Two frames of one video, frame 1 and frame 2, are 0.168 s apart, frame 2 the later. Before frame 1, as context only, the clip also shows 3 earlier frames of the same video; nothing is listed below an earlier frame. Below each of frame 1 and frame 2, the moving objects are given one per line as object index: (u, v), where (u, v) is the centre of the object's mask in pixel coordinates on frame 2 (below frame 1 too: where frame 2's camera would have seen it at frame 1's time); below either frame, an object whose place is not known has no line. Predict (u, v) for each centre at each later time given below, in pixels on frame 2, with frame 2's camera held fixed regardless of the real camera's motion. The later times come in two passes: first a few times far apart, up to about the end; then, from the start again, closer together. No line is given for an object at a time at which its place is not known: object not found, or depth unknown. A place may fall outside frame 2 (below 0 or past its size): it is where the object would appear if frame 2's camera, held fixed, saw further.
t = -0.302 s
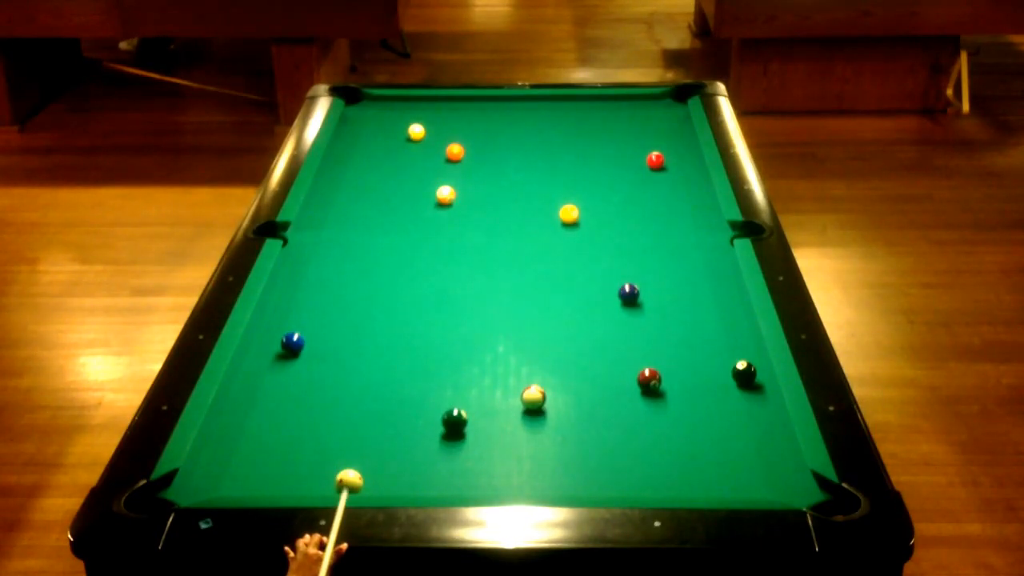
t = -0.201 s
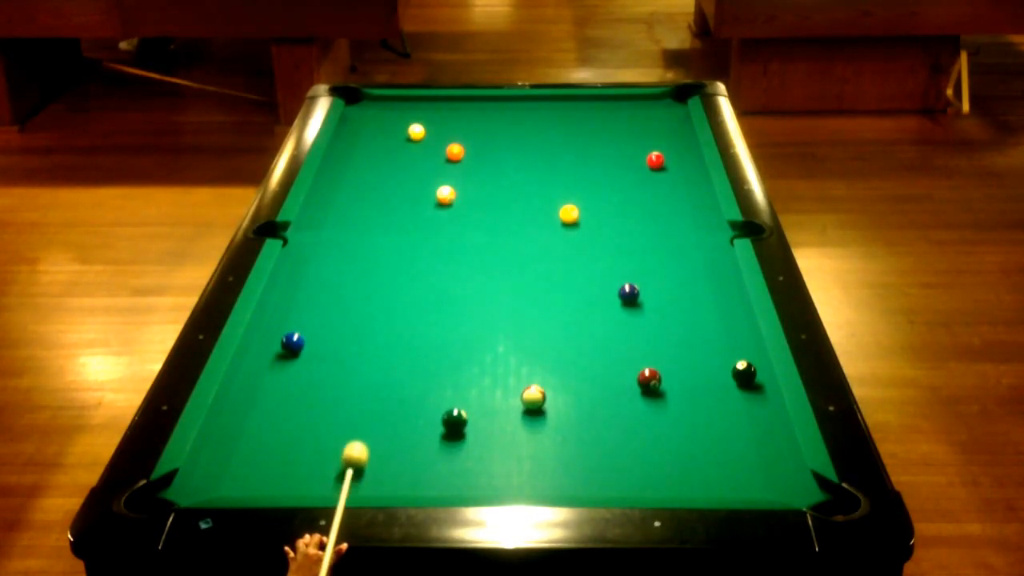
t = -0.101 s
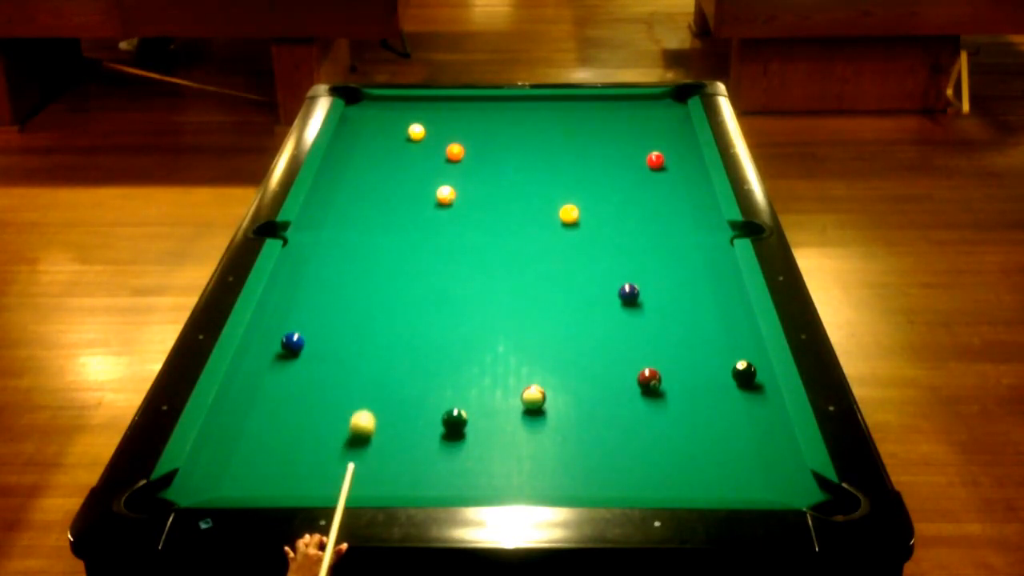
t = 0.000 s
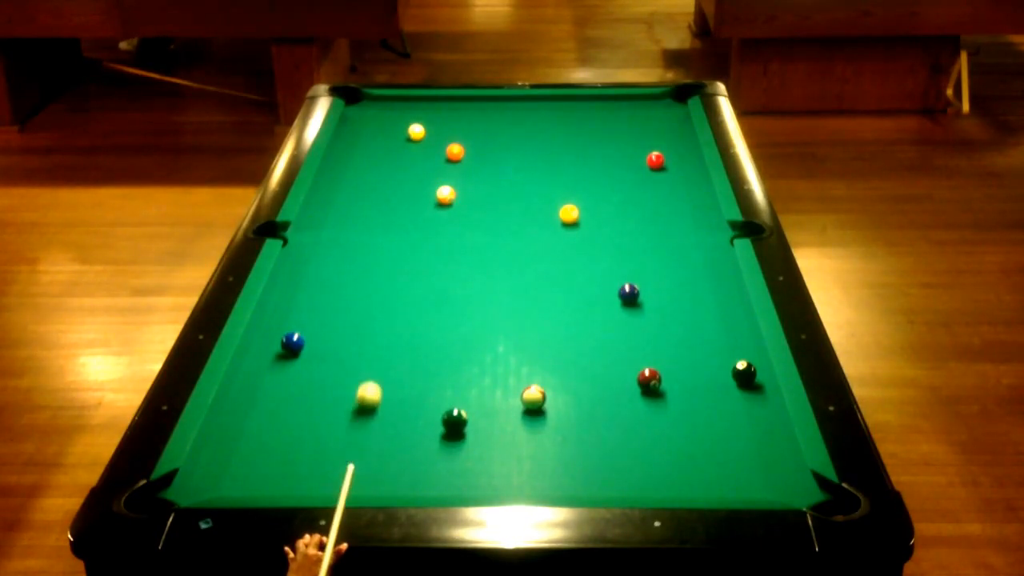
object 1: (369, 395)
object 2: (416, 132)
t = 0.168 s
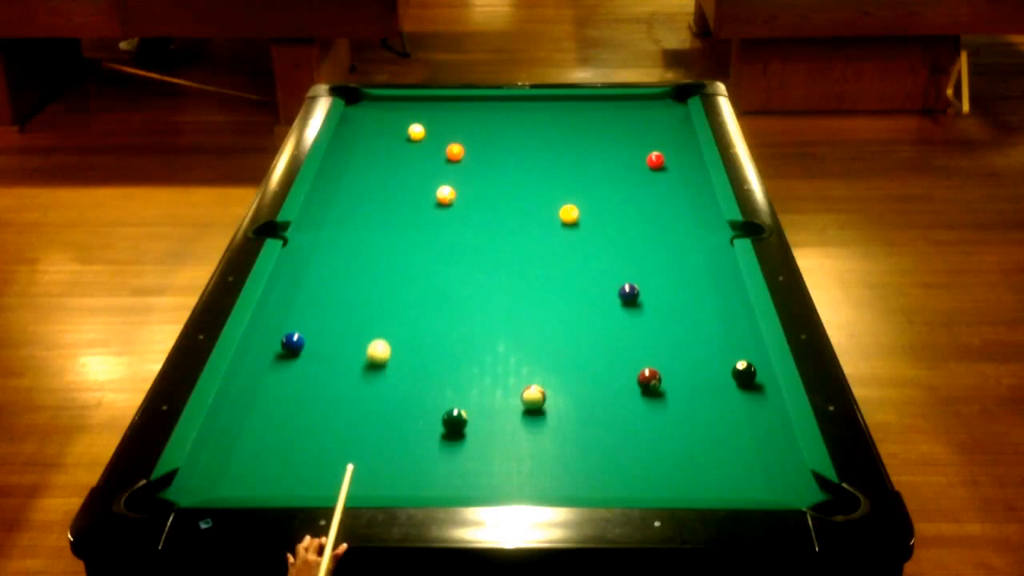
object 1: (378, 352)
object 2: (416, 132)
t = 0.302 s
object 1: (385, 321)
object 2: (416, 132)
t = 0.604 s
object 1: (399, 263)
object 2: (416, 132)
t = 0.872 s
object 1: (409, 220)
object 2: (416, 132)
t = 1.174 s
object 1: (419, 179)
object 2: (416, 132)
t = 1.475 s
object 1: (427, 144)
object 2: (415, 132)
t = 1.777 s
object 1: (453, 119)
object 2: (398, 127)
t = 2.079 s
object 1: (482, 99)
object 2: (377, 121)
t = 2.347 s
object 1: (497, 104)
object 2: (361, 117)
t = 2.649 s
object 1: (513, 113)
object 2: (352, 112)
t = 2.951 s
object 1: (528, 121)
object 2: (361, 109)
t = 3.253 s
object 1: (542, 130)
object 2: (369, 107)
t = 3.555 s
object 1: (556, 138)
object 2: (376, 105)
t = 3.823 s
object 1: (568, 145)
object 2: (380, 104)
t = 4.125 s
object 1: (581, 152)
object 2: (384, 104)
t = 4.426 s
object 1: (593, 159)
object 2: (385, 103)
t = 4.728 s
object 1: (604, 165)
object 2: (385, 103)
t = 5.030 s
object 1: (613, 171)
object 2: (384, 103)
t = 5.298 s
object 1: (621, 175)
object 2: (384, 103)
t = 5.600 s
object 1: (629, 179)
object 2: (384, 104)
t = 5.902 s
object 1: (635, 183)
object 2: (384, 103)
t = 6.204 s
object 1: (639, 185)
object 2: (384, 104)
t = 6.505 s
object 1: (643, 187)
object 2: (384, 103)
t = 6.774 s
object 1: (644, 188)
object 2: (384, 104)
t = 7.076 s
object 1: (644, 189)
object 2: (384, 104)
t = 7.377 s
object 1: (644, 189)
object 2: (384, 104)
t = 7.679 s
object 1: (644, 189)
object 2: (384, 104)
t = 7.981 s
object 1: (644, 189)
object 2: (384, 104)
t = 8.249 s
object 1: (644, 189)
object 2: (384, 104)
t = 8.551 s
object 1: (645, 189)
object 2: (384, 103)
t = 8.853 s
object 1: (645, 189)
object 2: (384, 104)
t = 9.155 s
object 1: (645, 189)
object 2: (384, 103)
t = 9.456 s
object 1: (645, 189)
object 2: (384, 104)
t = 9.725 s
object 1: (645, 189)
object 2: (384, 104)
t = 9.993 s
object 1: (644, 189)
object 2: (384, 104)
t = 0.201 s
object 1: (380, 344)
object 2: (416, 132)
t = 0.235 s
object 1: (382, 336)
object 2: (416, 132)
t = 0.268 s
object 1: (384, 329)
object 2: (416, 132)
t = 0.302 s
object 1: (385, 321)
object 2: (416, 132)
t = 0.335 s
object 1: (387, 315)
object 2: (416, 132)
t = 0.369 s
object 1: (389, 308)
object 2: (416, 132)
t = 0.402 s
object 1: (390, 301)
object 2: (416, 132)
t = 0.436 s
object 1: (392, 294)
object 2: (416, 132)
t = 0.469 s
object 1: (393, 288)
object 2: (416, 132)
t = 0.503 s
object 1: (395, 282)
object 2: (416, 132)
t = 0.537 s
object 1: (396, 275)
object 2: (416, 132)
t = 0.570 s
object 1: (398, 269)
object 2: (416, 132)
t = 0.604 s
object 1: (399, 263)
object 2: (416, 132)
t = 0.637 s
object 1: (400, 257)
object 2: (416, 132)
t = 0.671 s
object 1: (402, 252)
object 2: (416, 132)
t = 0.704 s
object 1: (403, 246)
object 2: (416, 132)
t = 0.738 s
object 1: (404, 240)
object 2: (416, 132)
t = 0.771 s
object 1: (405, 235)
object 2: (416, 132)
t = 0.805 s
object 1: (407, 230)
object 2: (416, 132)
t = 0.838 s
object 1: (408, 225)
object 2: (416, 132)
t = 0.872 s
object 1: (409, 220)
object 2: (416, 132)
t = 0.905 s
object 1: (410, 215)
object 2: (416, 132)
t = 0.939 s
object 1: (411, 210)
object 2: (416, 132)
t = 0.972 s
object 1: (412, 205)
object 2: (416, 132)
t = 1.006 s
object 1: (414, 201)
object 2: (416, 132)
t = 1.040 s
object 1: (415, 196)
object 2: (416, 132)
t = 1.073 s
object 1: (416, 192)
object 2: (416, 132)
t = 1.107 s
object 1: (417, 187)
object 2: (416, 132)
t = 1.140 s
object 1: (418, 183)
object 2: (416, 132)
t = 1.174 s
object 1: (419, 179)
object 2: (416, 132)
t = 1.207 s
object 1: (419, 175)
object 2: (416, 132)
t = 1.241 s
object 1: (420, 171)
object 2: (416, 132)
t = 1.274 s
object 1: (421, 167)
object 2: (416, 132)
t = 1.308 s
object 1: (422, 163)
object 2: (416, 132)
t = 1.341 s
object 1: (423, 159)
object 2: (416, 132)
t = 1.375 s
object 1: (424, 155)
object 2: (416, 132)
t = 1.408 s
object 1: (425, 151)
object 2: (416, 132)
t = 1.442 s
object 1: (426, 148)
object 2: (415, 132)
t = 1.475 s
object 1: (427, 144)
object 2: (415, 132)
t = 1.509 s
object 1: (428, 141)
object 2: (415, 132)
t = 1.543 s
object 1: (429, 137)
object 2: (415, 132)
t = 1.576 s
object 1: (431, 134)
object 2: (414, 132)
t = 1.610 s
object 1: (435, 132)
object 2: (411, 131)
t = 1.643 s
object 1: (438, 129)
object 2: (408, 130)
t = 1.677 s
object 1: (442, 127)
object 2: (406, 130)
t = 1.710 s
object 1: (446, 124)
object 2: (403, 129)
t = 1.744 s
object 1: (449, 122)
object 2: (401, 128)
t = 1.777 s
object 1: (453, 119)
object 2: (398, 127)
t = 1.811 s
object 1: (456, 117)
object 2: (396, 126)
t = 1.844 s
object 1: (459, 115)
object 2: (393, 126)
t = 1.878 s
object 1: (463, 112)
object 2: (391, 125)
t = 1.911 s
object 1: (466, 110)
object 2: (389, 125)
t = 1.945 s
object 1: (470, 108)
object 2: (387, 124)
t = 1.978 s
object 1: (473, 106)
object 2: (384, 123)
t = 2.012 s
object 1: (476, 104)
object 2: (382, 122)
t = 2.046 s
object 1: (479, 101)
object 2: (380, 122)
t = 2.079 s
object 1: (482, 99)
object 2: (377, 121)
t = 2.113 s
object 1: (485, 97)
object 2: (375, 121)
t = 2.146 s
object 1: (487, 98)
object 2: (373, 120)
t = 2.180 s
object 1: (489, 99)
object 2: (371, 119)
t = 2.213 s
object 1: (490, 100)
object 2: (369, 119)
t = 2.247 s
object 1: (492, 101)
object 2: (367, 118)
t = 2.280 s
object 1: (494, 102)
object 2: (365, 118)
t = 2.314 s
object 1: (496, 103)
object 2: (362, 117)
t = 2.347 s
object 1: (497, 104)
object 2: (361, 117)
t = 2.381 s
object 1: (499, 105)
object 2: (358, 116)
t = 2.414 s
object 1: (501, 106)
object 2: (357, 115)
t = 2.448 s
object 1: (502, 107)
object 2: (355, 115)
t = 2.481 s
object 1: (504, 108)
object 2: (353, 114)
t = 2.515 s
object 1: (506, 109)
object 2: (351, 113)
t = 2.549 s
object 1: (508, 110)
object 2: (350, 113)
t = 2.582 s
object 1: (509, 111)
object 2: (350, 113)
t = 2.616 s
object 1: (511, 112)
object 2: (351, 112)
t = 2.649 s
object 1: (513, 113)
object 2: (352, 112)
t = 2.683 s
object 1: (514, 114)
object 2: (353, 111)
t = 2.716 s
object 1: (516, 115)
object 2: (354, 111)
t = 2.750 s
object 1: (518, 116)
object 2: (355, 111)
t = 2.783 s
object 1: (519, 117)
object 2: (356, 110)
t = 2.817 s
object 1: (521, 118)
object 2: (357, 110)
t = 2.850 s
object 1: (523, 119)
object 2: (358, 110)
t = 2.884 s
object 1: (524, 120)
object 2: (359, 110)
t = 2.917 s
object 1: (526, 121)
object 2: (360, 109)
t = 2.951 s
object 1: (528, 121)
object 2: (361, 109)
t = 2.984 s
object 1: (529, 122)
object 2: (362, 109)
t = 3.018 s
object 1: (531, 123)
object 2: (363, 108)
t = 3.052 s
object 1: (533, 124)
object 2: (364, 108)
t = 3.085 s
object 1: (534, 125)
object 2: (365, 108)
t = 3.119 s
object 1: (536, 126)
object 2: (366, 108)
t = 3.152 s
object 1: (537, 127)
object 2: (367, 107)
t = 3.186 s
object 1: (539, 128)
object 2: (368, 107)
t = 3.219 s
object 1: (541, 129)
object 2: (369, 107)
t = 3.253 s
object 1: (542, 130)
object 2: (369, 107)
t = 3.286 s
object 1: (544, 131)
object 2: (370, 107)
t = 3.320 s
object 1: (546, 132)
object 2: (371, 106)
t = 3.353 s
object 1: (547, 133)
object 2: (372, 106)
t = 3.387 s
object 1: (549, 134)
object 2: (373, 106)
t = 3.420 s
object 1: (550, 135)
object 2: (373, 106)
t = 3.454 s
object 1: (552, 135)
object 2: (374, 106)
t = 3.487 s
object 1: (553, 136)
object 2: (374, 105)
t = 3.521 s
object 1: (555, 137)
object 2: (375, 106)
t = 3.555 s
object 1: (556, 138)
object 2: (376, 105)
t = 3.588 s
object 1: (558, 139)
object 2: (376, 105)
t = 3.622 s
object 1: (559, 140)
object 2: (377, 105)
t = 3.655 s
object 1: (561, 141)
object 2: (377, 105)
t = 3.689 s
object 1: (562, 142)
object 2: (378, 105)
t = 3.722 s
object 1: (564, 143)
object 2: (378, 105)
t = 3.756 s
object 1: (565, 143)
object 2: (379, 104)
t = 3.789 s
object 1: (567, 144)
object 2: (379, 104)
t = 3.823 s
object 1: (568, 145)
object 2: (380, 104)
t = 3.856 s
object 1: (570, 146)
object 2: (381, 104)
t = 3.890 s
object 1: (571, 147)
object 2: (381, 104)
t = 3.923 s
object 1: (572, 147)
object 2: (381, 104)
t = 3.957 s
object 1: (574, 148)
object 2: (382, 104)
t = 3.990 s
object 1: (575, 149)
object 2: (382, 104)
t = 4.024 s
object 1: (577, 150)
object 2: (383, 104)
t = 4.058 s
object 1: (578, 151)
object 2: (383, 104)
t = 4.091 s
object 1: (579, 151)
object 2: (383, 104)
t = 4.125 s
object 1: (581, 152)
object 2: (384, 104)
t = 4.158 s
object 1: (582, 153)
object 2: (384, 103)
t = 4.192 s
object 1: (584, 154)
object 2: (384, 103)
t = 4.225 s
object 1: (585, 154)
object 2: (384, 103)
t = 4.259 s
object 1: (586, 155)
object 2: (384, 103)
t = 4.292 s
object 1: (588, 156)
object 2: (385, 103)
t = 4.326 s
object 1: (589, 157)
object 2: (385, 103)
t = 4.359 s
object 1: (590, 157)
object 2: (385, 103)
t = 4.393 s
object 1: (591, 158)
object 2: (385, 103)
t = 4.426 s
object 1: (593, 159)
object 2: (385, 103)
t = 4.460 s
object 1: (594, 160)
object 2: (385, 103)
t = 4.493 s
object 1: (595, 160)
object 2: (385, 103)
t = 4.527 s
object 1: (596, 161)
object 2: (385, 103)
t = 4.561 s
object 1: (598, 162)
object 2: (385, 103)
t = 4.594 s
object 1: (599, 163)
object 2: (385, 103)
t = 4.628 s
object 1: (600, 163)
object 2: (385, 103)
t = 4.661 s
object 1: (601, 164)
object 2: (385, 103)
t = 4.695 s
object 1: (602, 164)
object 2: (385, 103)
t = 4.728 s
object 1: (604, 165)
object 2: (385, 103)
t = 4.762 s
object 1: (605, 166)
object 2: (385, 103)
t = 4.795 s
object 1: (606, 166)
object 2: (385, 103)
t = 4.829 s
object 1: (607, 167)
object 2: (384, 103)
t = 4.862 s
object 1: (608, 168)
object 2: (384, 103)
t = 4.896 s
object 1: (609, 168)
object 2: (384, 103)
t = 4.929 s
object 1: (610, 169)
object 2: (384, 103)
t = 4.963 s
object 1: (611, 169)
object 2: (384, 103)
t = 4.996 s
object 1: (612, 170)
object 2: (384, 103)
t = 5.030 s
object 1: (613, 171)
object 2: (384, 103)
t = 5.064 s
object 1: (614, 171)
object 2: (384, 103)
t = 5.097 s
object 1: (615, 172)
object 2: (384, 103)
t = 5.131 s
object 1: (616, 172)
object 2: (384, 103)
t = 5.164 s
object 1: (617, 173)
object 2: (384, 103)
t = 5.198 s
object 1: (618, 173)
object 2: (384, 103)
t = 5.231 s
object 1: (619, 174)
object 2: (384, 103)
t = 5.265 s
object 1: (620, 174)
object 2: (384, 103)
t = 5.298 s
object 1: (621, 175)
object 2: (384, 103)
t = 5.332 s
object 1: (622, 176)
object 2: (384, 103)
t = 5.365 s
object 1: (623, 176)
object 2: (384, 103)
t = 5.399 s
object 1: (624, 176)
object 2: (384, 104)
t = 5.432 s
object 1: (625, 177)
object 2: (384, 104)
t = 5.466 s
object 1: (625, 177)
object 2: (384, 104)
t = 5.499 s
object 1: (626, 178)
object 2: (384, 104)
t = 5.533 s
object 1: (627, 178)
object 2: (384, 104)
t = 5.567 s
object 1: (628, 179)
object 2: (384, 104)
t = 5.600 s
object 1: (629, 179)
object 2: (384, 104)
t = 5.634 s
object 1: (629, 180)
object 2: (384, 104)
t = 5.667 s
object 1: (630, 180)
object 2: (384, 103)
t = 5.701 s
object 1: (631, 181)
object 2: (384, 103)
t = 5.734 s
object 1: (631, 181)
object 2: (384, 103)
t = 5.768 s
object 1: (632, 181)
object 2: (384, 103)
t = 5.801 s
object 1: (633, 182)
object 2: (384, 103)
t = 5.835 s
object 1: (633, 182)
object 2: (384, 103)
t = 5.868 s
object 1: (634, 182)
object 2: (384, 103)
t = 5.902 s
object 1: (635, 183)
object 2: (384, 103)
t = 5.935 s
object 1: (635, 183)
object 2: (384, 103)
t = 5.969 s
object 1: (636, 183)
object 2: (384, 103)
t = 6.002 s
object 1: (636, 184)
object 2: (384, 103)
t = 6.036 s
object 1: (637, 184)
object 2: (384, 103)
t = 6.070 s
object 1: (637, 184)
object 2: (384, 103)
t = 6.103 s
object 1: (638, 185)
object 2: (384, 103)
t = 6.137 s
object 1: (638, 185)
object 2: (384, 103)
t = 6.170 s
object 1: (639, 185)
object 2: (384, 103)
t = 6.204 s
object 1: (639, 185)
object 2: (384, 104)
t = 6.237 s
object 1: (640, 186)
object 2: (384, 103)
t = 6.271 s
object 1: (640, 186)
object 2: (384, 103)
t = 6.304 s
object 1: (641, 186)
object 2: (384, 103)
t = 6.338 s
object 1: (641, 186)
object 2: (384, 103)
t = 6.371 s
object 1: (642, 187)
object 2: (384, 103)
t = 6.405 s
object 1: (642, 187)
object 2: (384, 103)
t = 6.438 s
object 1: (642, 187)
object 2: (384, 103)
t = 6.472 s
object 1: (642, 187)
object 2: (384, 103)
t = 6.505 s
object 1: (643, 187)
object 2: (384, 103)
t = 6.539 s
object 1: (643, 188)
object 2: (384, 103)
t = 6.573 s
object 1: (643, 188)
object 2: (384, 103)
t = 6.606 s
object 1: (643, 188)
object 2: (384, 103)
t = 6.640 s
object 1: (643, 188)
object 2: (384, 103)
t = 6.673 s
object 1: (644, 188)
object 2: (384, 104)
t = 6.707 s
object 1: (644, 188)
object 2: (384, 104)
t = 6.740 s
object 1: (644, 188)
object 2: (384, 104)
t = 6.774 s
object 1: (644, 188)
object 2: (384, 104)
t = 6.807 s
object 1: (644, 188)
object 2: (384, 104)
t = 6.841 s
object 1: (644, 189)
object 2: (384, 104)
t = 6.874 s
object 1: (645, 189)
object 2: (384, 104)
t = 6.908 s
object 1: (645, 189)
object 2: (384, 104)
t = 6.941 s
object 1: (645, 189)
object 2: (384, 104)
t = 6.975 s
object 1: (644, 189)
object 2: (384, 104)
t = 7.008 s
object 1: (644, 189)
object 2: (384, 103)
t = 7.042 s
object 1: (644, 189)
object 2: (384, 104)
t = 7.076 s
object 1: (644, 189)
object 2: (384, 104)
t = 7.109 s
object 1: (645, 189)
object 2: (384, 104)
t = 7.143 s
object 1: (644, 189)
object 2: (384, 104)
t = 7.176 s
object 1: (644, 189)
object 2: (384, 103)
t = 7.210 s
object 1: (645, 189)
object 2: (384, 104)
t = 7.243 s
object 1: (644, 189)
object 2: (384, 104)
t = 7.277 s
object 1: (645, 189)
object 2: (384, 104)
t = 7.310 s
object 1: (644, 189)
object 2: (384, 104)
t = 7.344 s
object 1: (645, 189)
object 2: (384, 103)
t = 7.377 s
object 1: (644, 189)
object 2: (384, 104)
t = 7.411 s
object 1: (645, 189)
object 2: (384, 103)
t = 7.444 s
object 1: (645, 189)
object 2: (384, 104)
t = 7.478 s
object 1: (645, 189)
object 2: (384, 104)
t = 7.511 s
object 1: (645, 189)
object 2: (384, 104)
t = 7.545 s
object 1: (645, 189)
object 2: (384, 104)
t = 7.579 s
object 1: (644, 189)
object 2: (384, 104)
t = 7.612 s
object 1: (644, 189)
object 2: (384, 104)
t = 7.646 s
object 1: (644, 189)
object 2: (384, 104)
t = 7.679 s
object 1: (644, 189)
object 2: (384, 104)
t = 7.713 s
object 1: (644, 189)
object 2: (384, 104)
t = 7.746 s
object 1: (644, 189)
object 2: (384, 104)
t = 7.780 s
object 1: (644, 189)
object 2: (384, 104)
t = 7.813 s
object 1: (644, 189)
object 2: (384, 104)
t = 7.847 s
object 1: (644, 189)
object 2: (384, 104)
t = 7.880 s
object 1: (644, 189)
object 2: (384, 104)
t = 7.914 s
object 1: (644, 189)
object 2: (384, 104)
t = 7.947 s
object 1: (645, 189)
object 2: (384, 104)
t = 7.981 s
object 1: (644, 189)
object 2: (384, 104)
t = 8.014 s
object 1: (645, 189)
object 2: (384, 104)
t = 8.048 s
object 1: (644, 189)
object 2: (384, 104)
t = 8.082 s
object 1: (644, 189)
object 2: (384, 103)
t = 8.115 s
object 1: (644, 189)
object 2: (384, 104)
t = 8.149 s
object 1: (644, 189)
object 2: (384, 103)
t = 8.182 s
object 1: (645, 189)
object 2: (384, 103)
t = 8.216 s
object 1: (645, 189)
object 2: (384, 104)
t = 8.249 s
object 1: (644, 189)
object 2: (384, 104)
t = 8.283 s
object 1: (644, 189)
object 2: (384, 103)
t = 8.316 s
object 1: (644, 189)
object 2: (384, 104)
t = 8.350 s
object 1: (645, 189)
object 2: (384, 104)
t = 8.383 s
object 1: (645, 189)
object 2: (384, 104)
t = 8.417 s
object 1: (645, 189)
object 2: (384, 104)
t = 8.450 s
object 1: (644, 189)
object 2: (384, 104)
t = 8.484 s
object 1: (644, 189)
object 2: (384, 104)
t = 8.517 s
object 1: (644, 189)
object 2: (384, 104)
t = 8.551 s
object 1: (645, 189)
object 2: (384, 103)
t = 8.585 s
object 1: (645, 189)
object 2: (384, 104)
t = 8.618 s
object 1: (645, 189)
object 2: (384, 104)
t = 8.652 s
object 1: (645, 189)
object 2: (384, 104)
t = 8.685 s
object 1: (644, 189)
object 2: (384, 104)
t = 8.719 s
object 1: (645, 189)
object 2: (384, 104)
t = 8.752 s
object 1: (645, 189)
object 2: (384, 104)
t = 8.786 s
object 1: (645, 189)
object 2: (384, 104)
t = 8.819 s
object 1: (645, 189)
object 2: (384, 104)
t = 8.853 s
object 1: (645, 189)
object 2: (384, 104)
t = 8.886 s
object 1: (645, 189)
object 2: (384, 104)
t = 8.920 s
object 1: (645, 189)
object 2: (384, 104)
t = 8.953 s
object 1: (644, 189)
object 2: (384, 104)
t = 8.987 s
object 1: (645, 189)
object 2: (384, 104)
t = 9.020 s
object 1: (645, 189)
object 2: (384, 104)
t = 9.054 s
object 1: (645, 189)
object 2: (384, 104)
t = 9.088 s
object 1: (645, 189)
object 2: (384, 104)
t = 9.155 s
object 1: (645, 189)
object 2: (384, 103)
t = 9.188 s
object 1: (644, 189)
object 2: (384, 103)
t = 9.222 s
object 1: (644, 189)
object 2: (384, 104)
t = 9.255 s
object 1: (644, 189)
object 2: (384, 104)
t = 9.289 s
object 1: (644, 189)
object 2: (384, 104)
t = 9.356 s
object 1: (644, 189)
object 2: (384, 104)
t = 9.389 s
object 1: (644, 189)
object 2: (384, 104)
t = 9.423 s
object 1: (644, 189)
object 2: (384, 104)
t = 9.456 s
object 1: (645, 189)
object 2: (384, 104)
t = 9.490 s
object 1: (644, 189)
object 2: (384, 104)
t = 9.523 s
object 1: (645, 189)
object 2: (384, 104)
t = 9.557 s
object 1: (644, 189)
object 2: (384, 104)
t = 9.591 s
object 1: (644, 189)
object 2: (384, 103)
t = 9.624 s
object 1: (645, 189)
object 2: (384, 103)
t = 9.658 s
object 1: (645, 189)
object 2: (384, 104)
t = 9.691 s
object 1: (645, 189)
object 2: (384, 104)
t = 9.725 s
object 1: (645, 189)
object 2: (384, 104)
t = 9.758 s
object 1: (644, 189)
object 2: (384, 104)
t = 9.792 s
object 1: (644, 189)
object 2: (384, 104)
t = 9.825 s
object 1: (645, 189)
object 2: (384, 104)
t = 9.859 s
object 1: (644, 189)
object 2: (384, 104)
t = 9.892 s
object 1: (644, 189)
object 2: (384, 104)
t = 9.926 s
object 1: (644, 189)
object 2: (384, 104)
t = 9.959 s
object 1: (644, 189)
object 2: (384, 104)
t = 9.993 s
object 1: (644, 189)
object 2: (384, 104)
